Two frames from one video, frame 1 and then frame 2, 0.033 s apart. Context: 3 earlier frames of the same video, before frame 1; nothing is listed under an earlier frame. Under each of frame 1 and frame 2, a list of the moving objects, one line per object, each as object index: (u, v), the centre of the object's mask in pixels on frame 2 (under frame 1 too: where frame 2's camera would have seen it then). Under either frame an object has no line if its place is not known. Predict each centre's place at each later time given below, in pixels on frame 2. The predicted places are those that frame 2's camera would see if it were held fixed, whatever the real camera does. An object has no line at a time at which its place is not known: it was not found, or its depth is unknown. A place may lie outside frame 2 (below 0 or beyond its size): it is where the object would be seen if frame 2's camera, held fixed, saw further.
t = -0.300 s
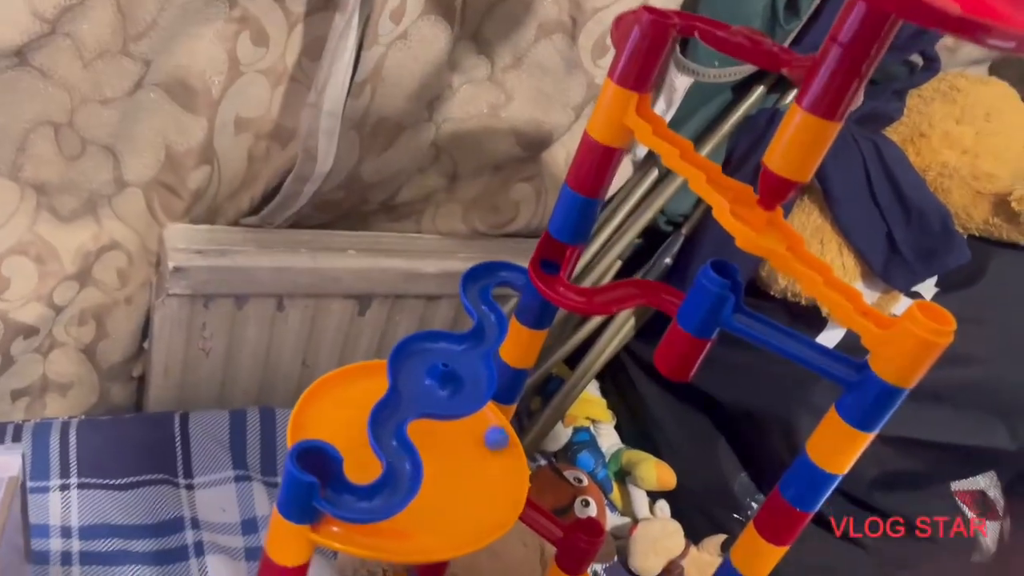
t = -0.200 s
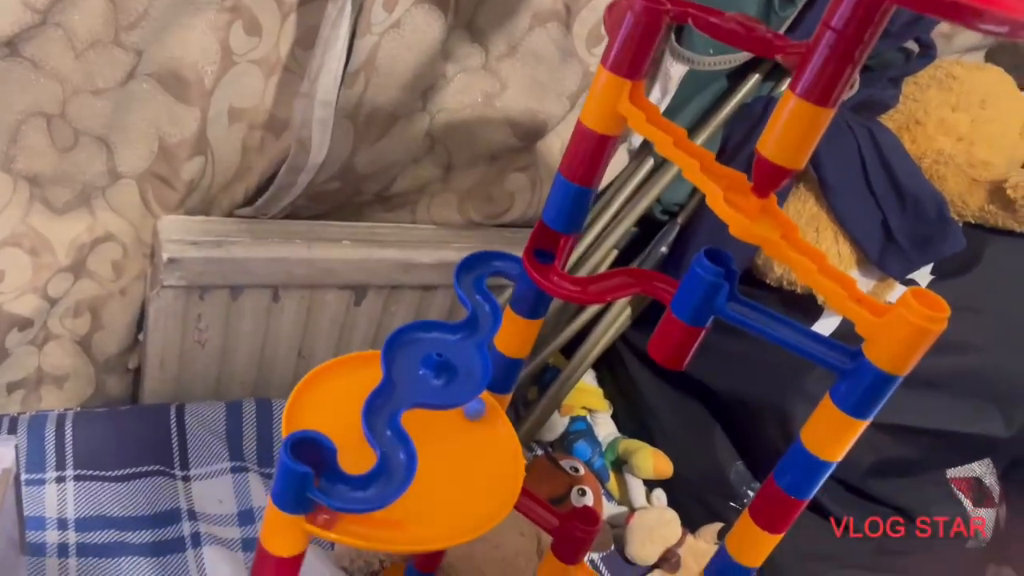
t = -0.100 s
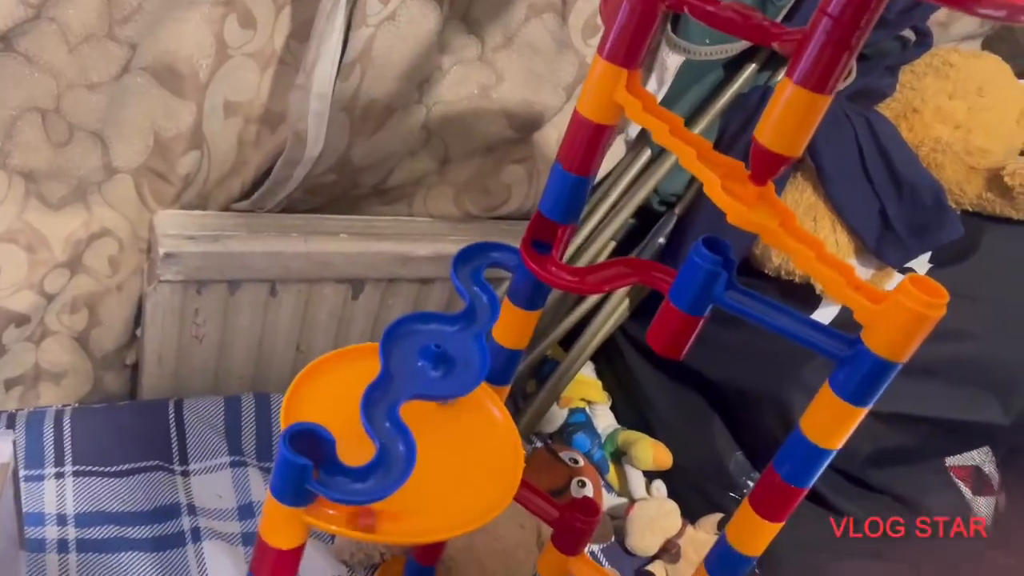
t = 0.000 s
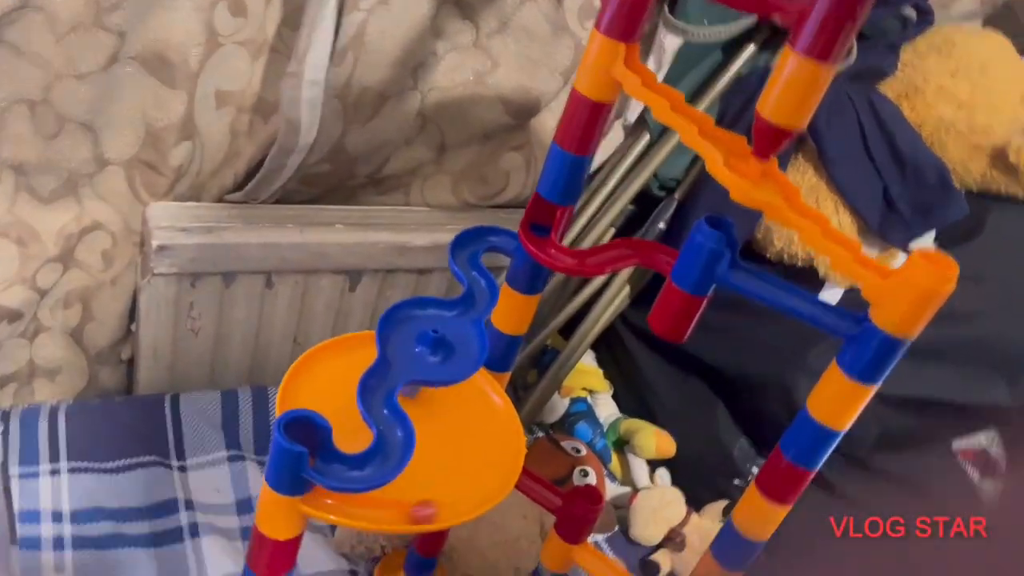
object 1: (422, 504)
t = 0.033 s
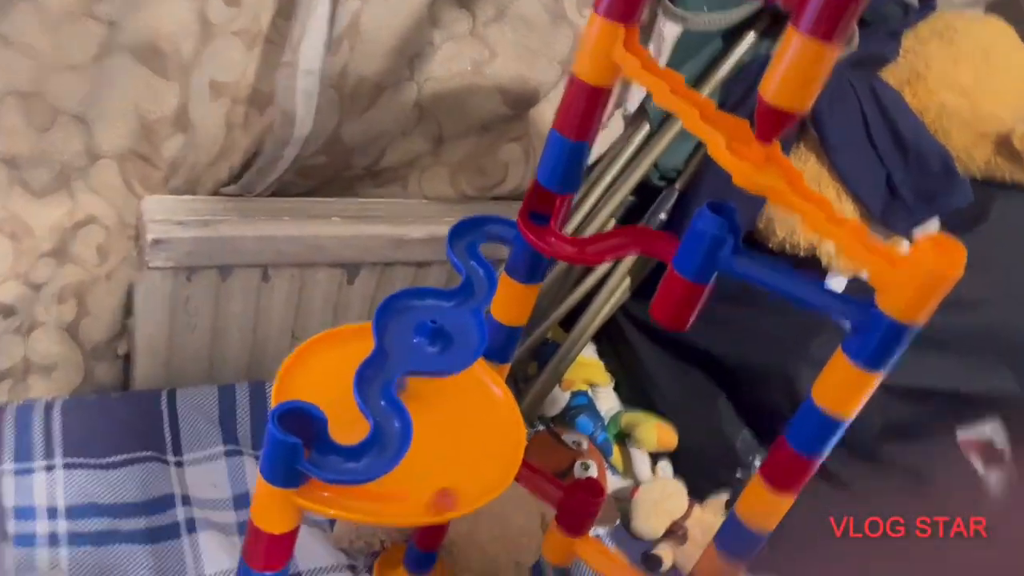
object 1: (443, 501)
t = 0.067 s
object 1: (465, 496)
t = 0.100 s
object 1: (482, 484)
